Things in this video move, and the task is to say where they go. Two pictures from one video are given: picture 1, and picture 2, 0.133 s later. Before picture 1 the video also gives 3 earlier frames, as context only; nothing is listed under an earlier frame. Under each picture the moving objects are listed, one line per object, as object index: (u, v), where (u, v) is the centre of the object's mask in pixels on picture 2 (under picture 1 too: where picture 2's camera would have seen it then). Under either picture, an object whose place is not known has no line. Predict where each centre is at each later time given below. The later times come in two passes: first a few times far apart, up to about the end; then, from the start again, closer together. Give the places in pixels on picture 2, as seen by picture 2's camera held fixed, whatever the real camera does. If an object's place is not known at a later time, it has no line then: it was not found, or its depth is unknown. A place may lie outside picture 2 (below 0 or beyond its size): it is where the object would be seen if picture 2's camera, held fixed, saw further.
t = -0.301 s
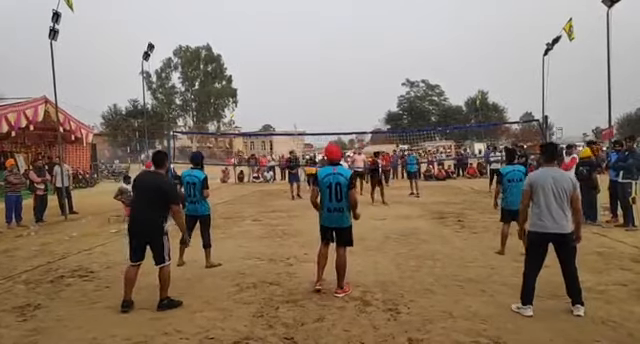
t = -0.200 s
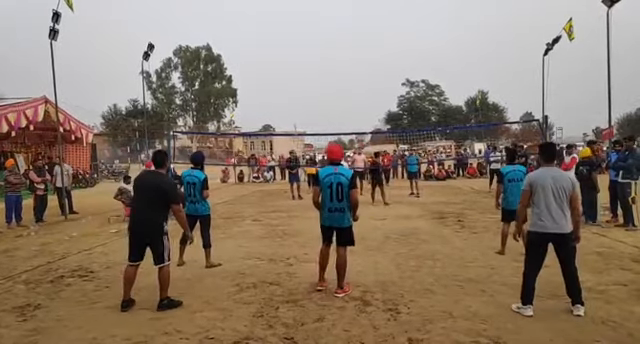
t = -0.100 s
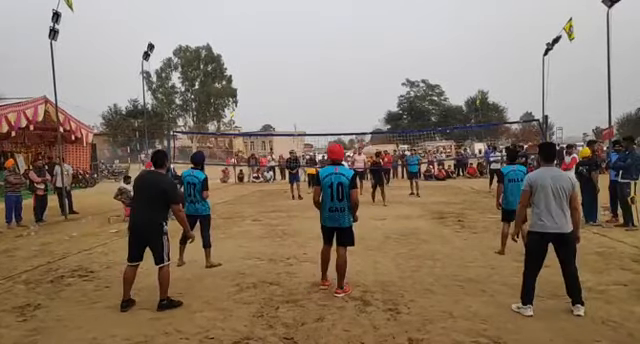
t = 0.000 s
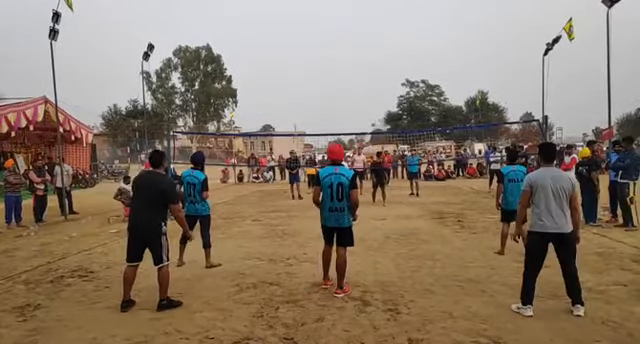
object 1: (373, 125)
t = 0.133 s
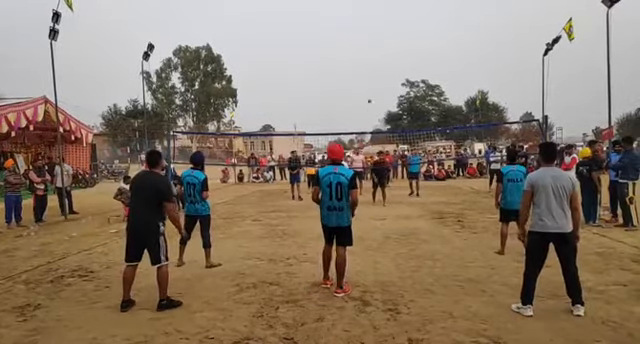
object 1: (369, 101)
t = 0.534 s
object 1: (351, 40)
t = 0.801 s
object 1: (334, 16)
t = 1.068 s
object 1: (310, 13)
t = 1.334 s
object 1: (278, 50)
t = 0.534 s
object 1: (351, 40)
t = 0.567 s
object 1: (349, 37)
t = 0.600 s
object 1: (347, 33)
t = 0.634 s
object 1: (345, 30)
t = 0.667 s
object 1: (343, 26)
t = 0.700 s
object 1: (341, 23)
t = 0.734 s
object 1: (338, 20)
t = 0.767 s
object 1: (336, 18)
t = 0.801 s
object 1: (334, 16)
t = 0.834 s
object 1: (331, 14)
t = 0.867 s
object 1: (328, 13)
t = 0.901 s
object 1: (325, 11)
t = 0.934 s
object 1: (323, 11)
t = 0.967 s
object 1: (320, 11)
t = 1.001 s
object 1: (316, 11)
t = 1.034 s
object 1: (314, 12)
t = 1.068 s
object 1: (310, 13)
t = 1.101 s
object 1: (307, 15)
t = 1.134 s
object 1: (303, 17)
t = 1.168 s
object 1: (299, 21)
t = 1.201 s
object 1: (295, 25)
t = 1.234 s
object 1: (291, 30)
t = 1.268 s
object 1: (287, 36)
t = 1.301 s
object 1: (282, 43)
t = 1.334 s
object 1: (278, 50)
